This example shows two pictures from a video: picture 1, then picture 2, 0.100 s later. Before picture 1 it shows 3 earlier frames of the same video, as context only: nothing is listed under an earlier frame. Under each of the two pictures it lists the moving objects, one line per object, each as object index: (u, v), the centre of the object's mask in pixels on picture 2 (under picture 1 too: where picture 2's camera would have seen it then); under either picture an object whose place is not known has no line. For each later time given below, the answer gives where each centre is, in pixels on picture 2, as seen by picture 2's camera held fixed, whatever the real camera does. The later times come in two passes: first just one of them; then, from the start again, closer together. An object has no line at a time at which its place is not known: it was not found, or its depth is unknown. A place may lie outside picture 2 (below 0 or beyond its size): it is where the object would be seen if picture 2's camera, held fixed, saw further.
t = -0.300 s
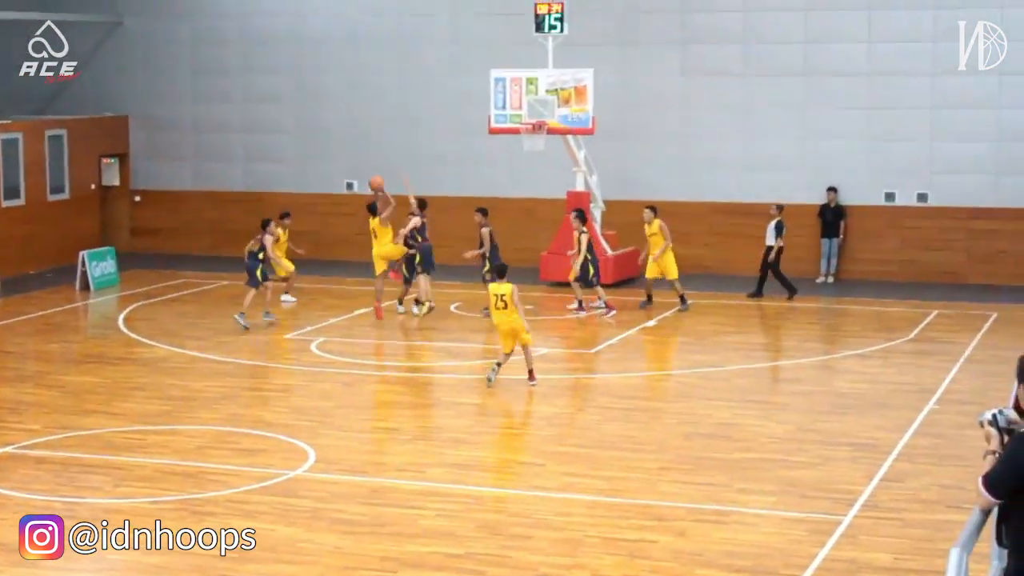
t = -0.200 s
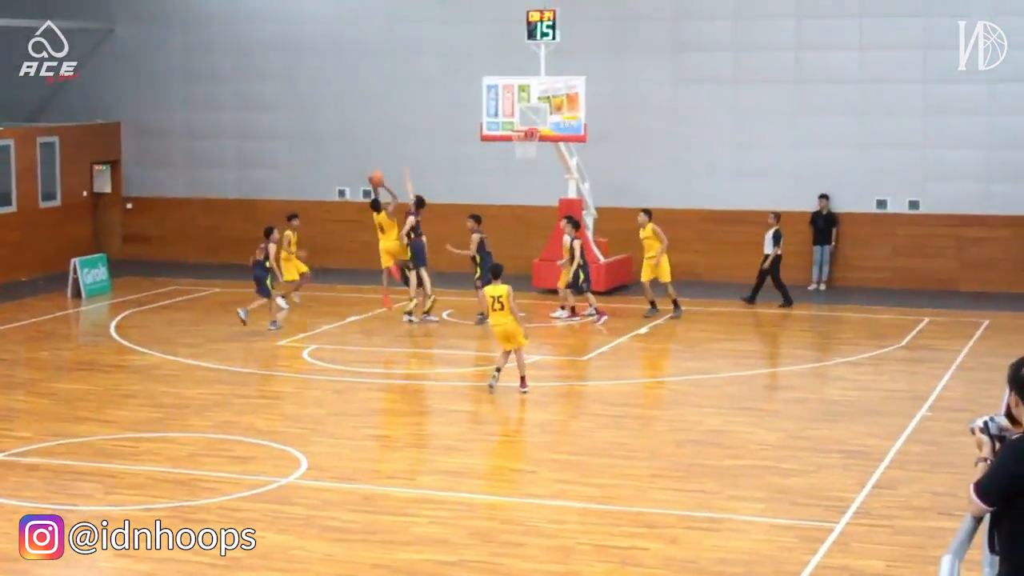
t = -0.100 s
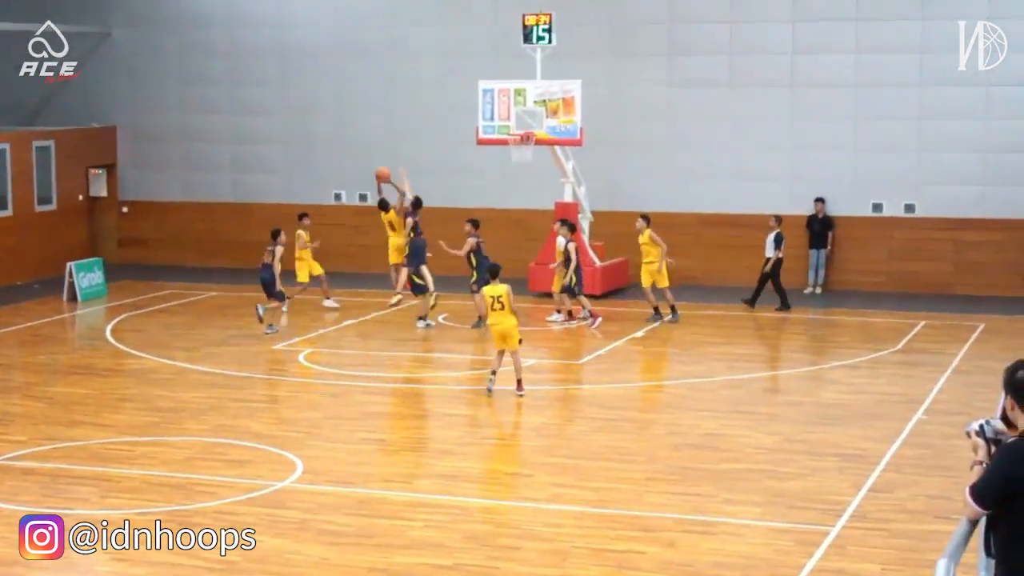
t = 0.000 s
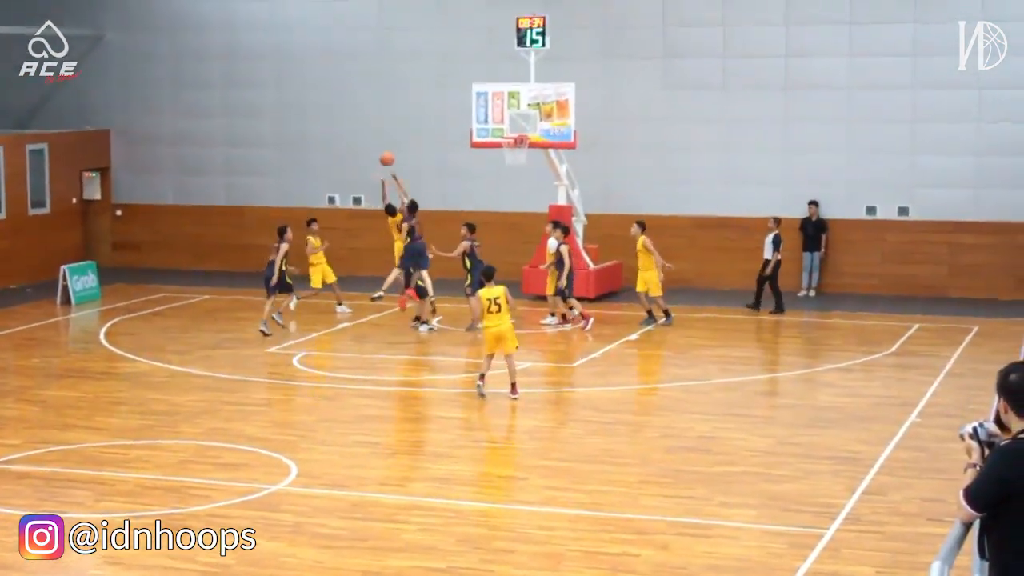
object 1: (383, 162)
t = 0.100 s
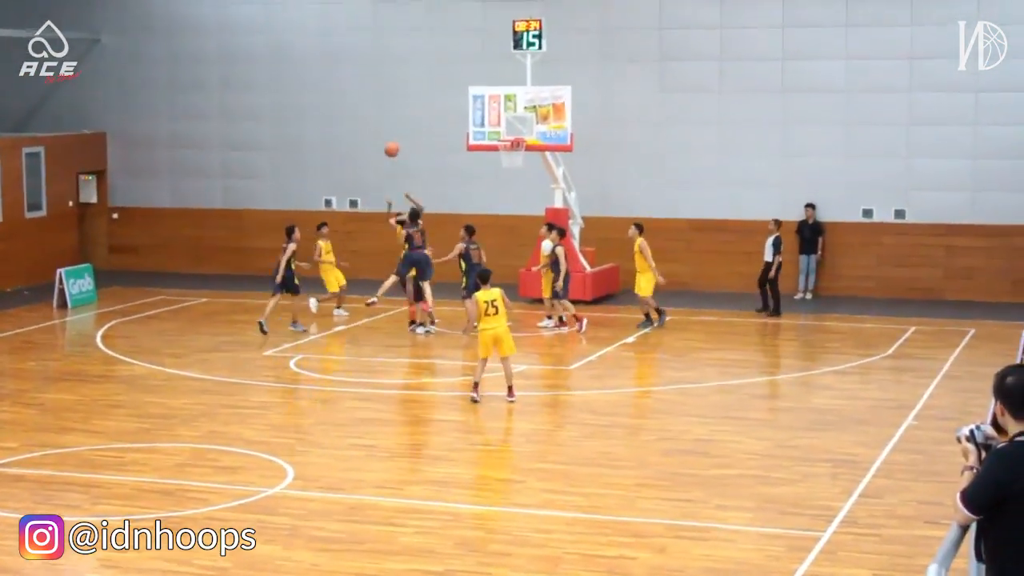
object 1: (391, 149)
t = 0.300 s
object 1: (407, 144)
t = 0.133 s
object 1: (394, 147)
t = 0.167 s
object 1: (397, 145)
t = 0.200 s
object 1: (399, 144)
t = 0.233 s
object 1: (402, 143)
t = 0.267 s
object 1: (404, 143)
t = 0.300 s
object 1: (407, 144)
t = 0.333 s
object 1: (410, 145)
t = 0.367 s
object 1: (412, 147)
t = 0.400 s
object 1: (415, 150)
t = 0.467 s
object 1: (420, 158)
